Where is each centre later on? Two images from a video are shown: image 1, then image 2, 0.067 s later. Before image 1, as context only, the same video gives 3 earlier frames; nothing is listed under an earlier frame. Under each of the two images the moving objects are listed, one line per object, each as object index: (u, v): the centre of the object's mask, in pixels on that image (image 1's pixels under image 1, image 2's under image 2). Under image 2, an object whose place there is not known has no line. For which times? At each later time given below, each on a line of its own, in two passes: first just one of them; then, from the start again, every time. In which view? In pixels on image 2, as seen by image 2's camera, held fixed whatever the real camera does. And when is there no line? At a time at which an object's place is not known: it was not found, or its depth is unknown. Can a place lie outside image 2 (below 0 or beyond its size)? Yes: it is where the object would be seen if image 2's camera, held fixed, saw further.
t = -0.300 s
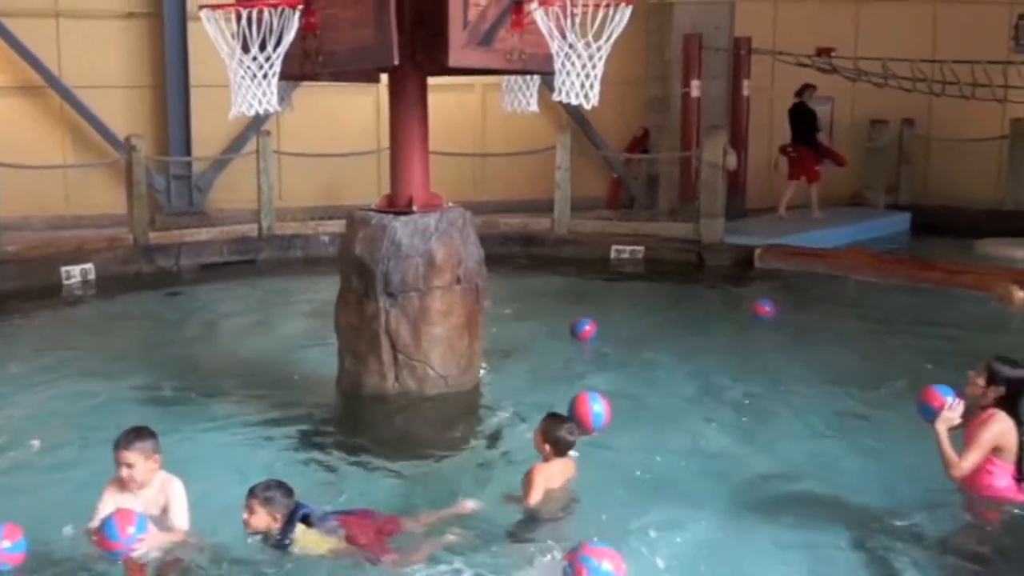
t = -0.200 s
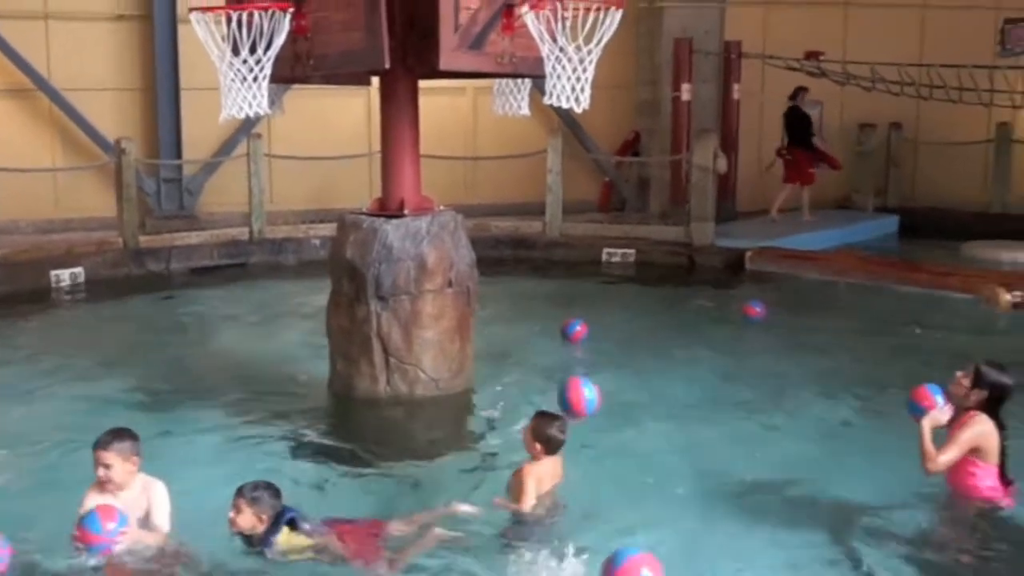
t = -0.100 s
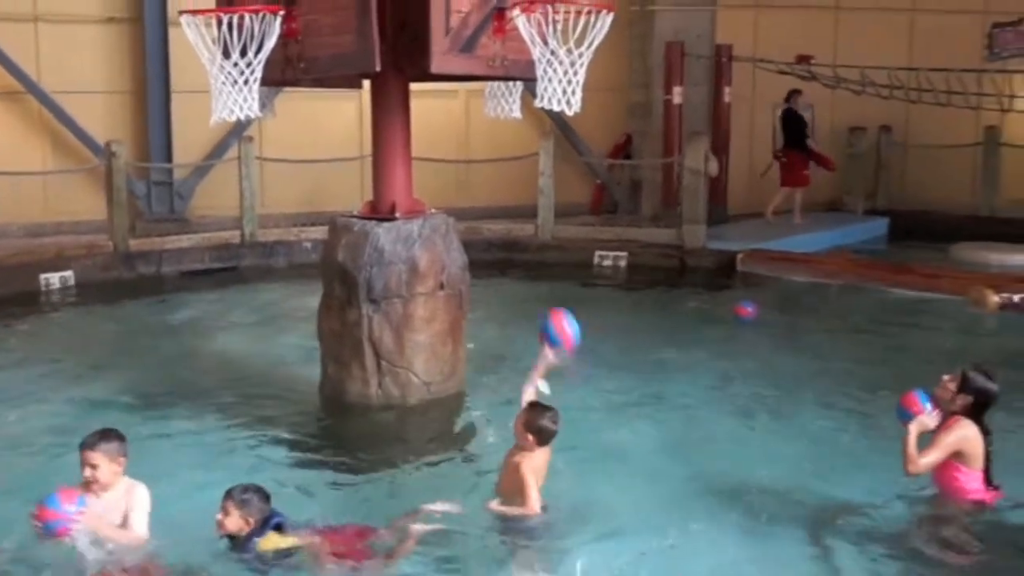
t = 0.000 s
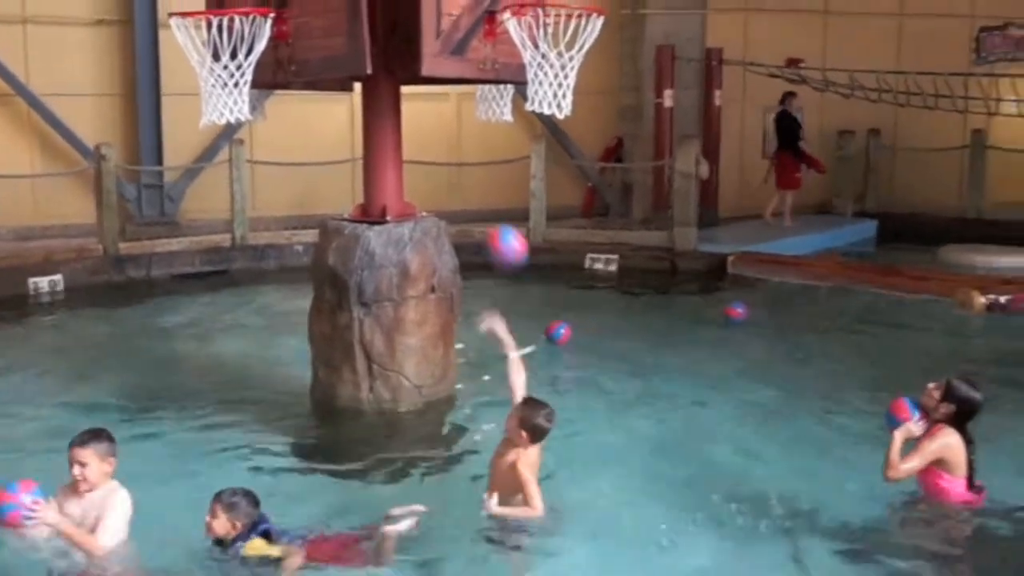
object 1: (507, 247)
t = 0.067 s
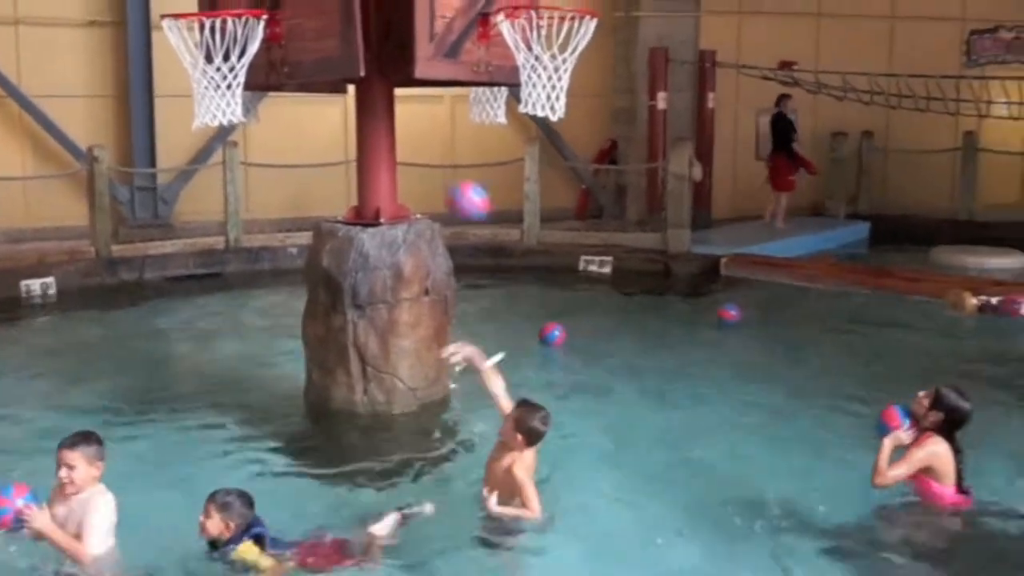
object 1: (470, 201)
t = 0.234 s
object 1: (385, 127)
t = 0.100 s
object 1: (452, 182)
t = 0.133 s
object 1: (435, 166)
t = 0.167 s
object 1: (417, 151)
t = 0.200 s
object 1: (403, 138)
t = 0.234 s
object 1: (385, 127)
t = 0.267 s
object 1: (371, 120)
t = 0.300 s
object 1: (353, 116)
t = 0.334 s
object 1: (338, 114)
